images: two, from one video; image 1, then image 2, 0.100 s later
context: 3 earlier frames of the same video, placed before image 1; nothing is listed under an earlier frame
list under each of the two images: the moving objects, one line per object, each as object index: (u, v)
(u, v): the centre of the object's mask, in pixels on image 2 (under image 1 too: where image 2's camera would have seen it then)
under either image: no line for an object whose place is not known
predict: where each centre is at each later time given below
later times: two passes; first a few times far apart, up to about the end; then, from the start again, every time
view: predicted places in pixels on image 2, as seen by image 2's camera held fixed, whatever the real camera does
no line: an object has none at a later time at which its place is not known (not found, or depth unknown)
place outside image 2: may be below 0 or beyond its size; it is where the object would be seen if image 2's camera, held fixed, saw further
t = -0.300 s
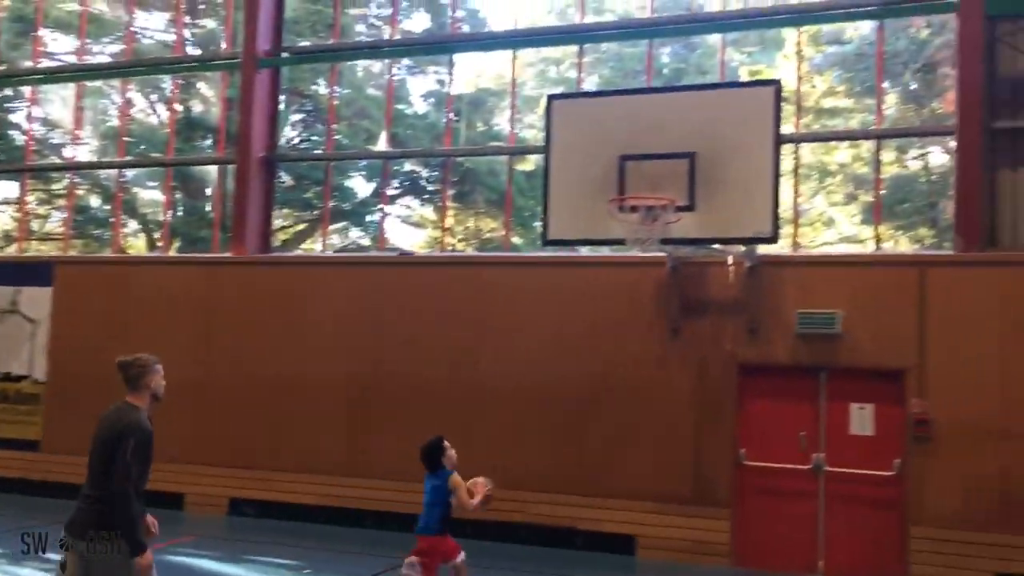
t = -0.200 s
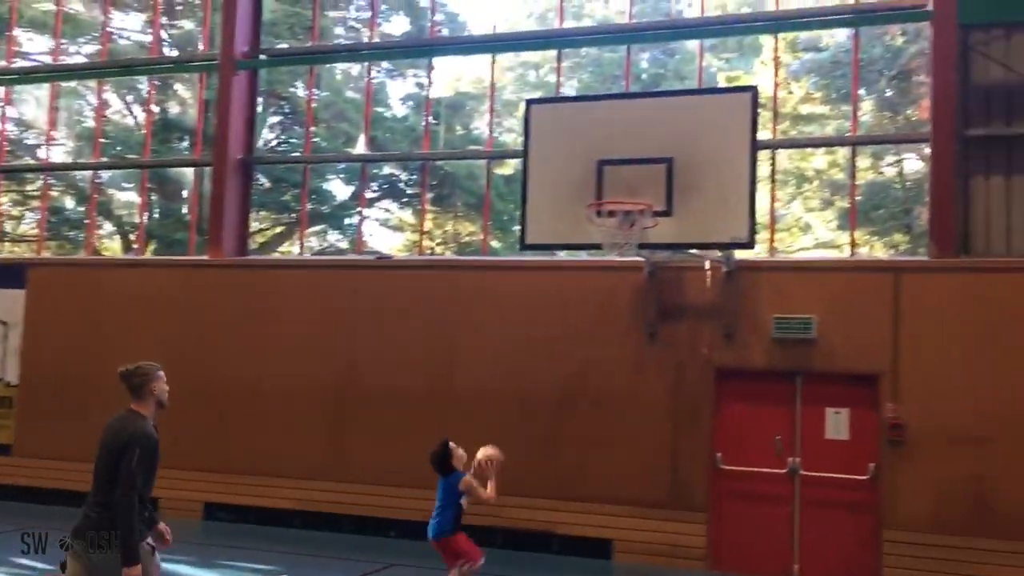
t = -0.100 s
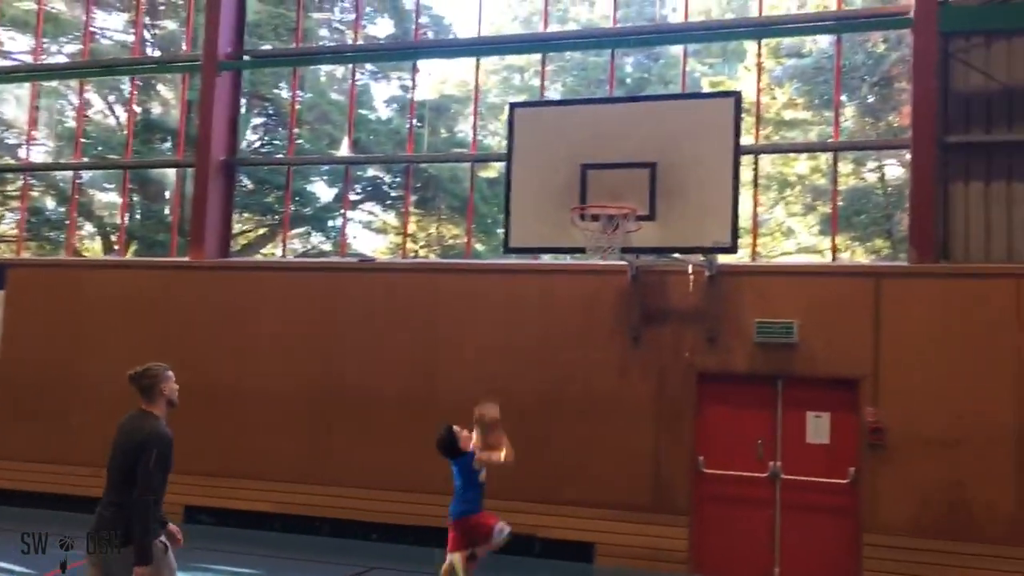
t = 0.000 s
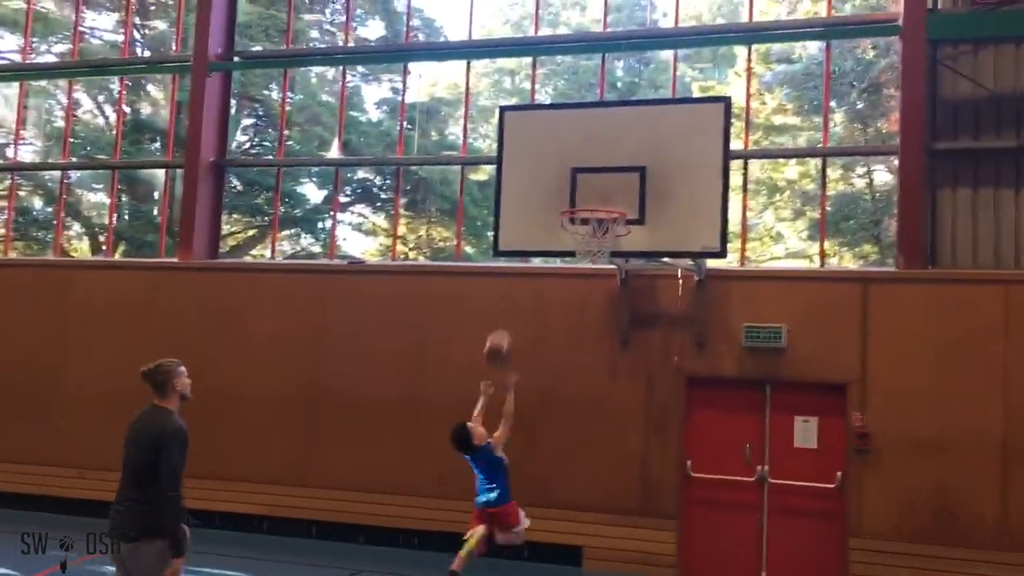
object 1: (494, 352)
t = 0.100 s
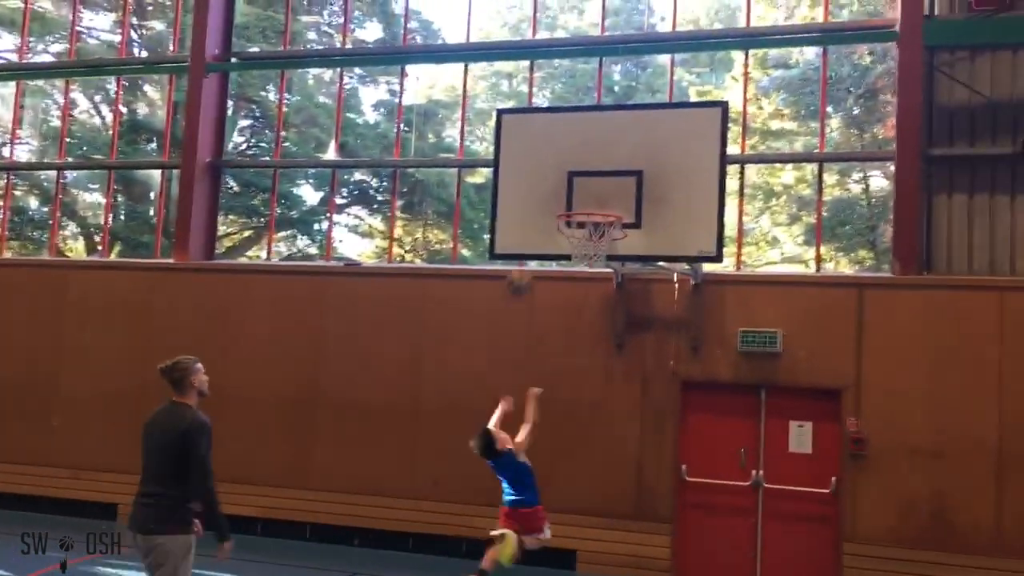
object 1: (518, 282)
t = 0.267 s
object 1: (559, 200)
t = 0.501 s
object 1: (587, 169)
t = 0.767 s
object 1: (592, 211)
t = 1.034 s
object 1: (587, 260)
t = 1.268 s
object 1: (610, 347)
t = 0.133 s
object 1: (527, 262)
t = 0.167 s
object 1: (536, 245)
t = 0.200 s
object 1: (544, 229)
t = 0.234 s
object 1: (549, 214)
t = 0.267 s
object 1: (559, 200)
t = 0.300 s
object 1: (568, 188)
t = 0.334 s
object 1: (573, 181)
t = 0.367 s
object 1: (577, 175)
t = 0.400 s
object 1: (578, 172)
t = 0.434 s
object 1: (582, 169)
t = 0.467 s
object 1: (584, 169)
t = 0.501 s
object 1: (587, 169)
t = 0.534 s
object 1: (590, 171)
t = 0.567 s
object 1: (593, 175)
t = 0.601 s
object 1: (596, 180)
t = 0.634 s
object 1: (599, 186)
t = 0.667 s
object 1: (602, 194)
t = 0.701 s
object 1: (604, 201)
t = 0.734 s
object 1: (603, 206)
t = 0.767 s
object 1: (592, 211)
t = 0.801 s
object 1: (587, 218)
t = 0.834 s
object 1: (575, 227)
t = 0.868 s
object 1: (570, 233)
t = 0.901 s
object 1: (574, 234)
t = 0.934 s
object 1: (576, 242)
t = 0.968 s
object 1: (579, 244)
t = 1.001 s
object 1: (583, 251)
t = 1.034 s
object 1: (587, 260)
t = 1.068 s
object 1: (590, 267)
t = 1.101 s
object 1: (595, 276)
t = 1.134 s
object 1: (599, 286)
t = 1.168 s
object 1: (600, 299)
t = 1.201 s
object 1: (604, 313)
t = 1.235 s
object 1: (608, 329)
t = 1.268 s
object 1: (610, 347)
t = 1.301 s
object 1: (613, 366)
